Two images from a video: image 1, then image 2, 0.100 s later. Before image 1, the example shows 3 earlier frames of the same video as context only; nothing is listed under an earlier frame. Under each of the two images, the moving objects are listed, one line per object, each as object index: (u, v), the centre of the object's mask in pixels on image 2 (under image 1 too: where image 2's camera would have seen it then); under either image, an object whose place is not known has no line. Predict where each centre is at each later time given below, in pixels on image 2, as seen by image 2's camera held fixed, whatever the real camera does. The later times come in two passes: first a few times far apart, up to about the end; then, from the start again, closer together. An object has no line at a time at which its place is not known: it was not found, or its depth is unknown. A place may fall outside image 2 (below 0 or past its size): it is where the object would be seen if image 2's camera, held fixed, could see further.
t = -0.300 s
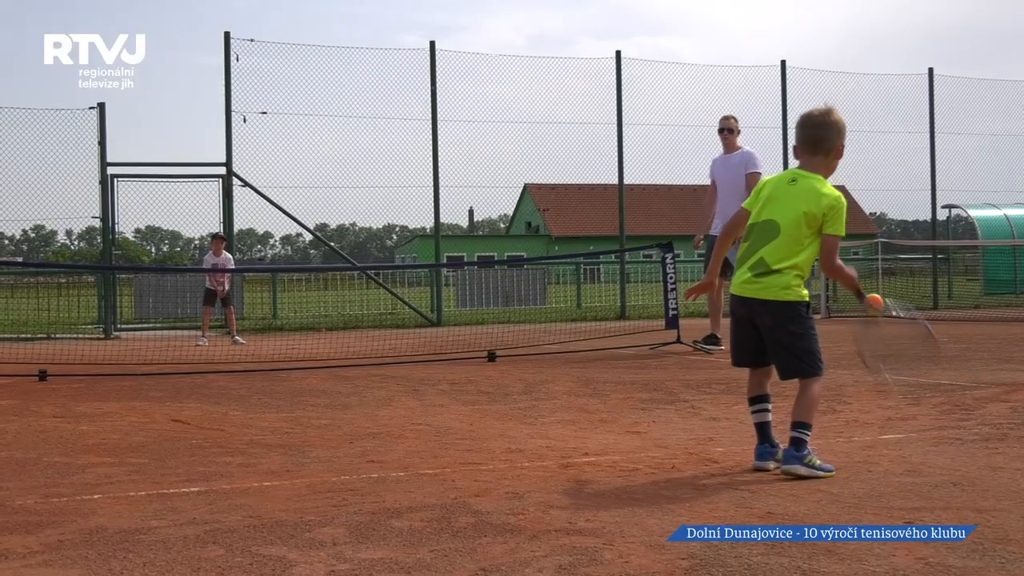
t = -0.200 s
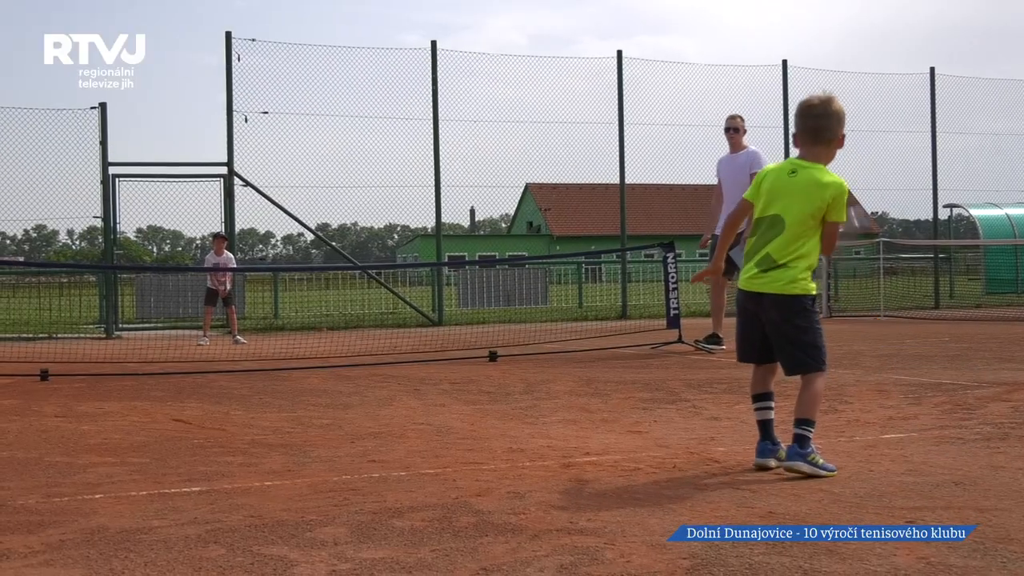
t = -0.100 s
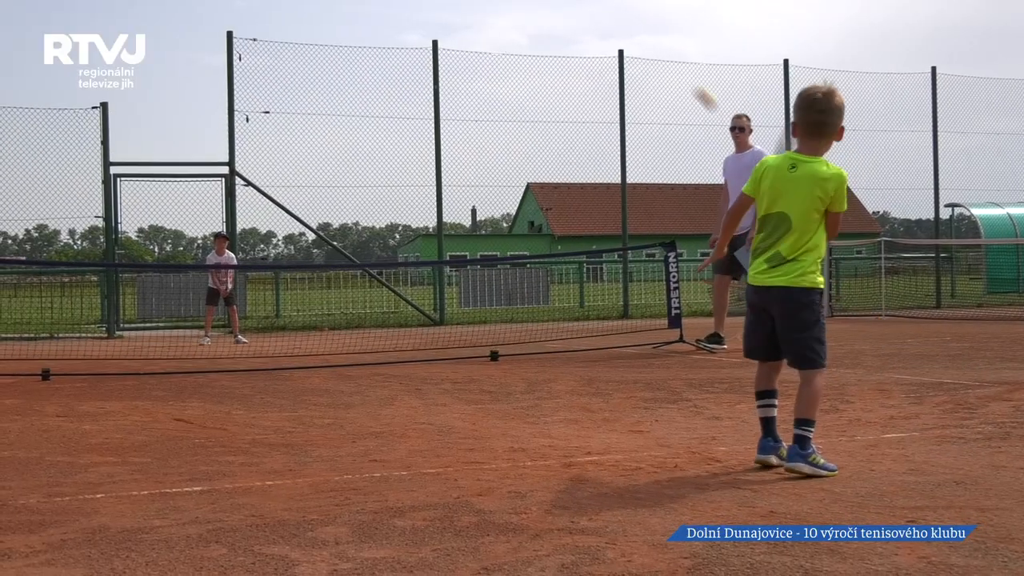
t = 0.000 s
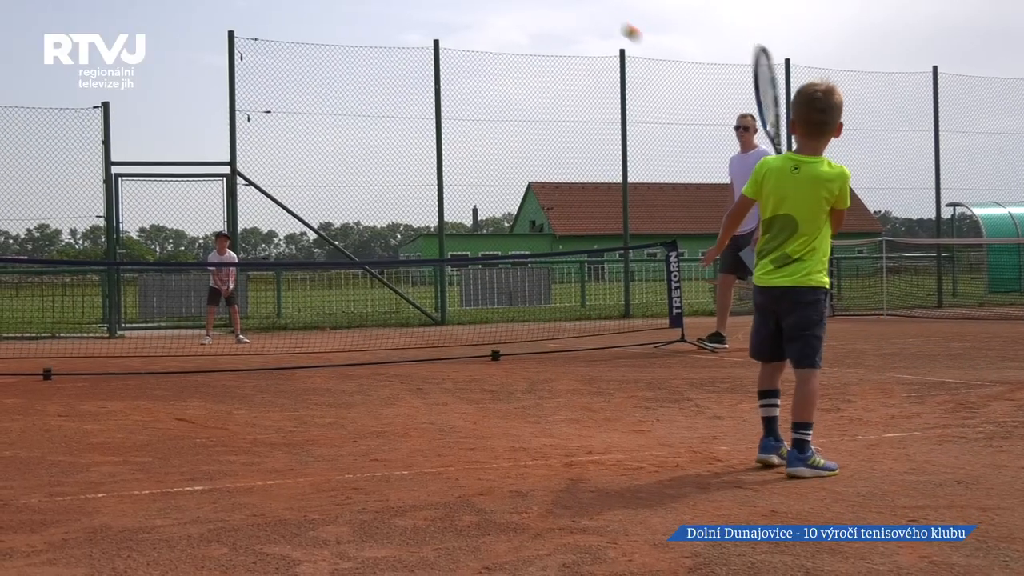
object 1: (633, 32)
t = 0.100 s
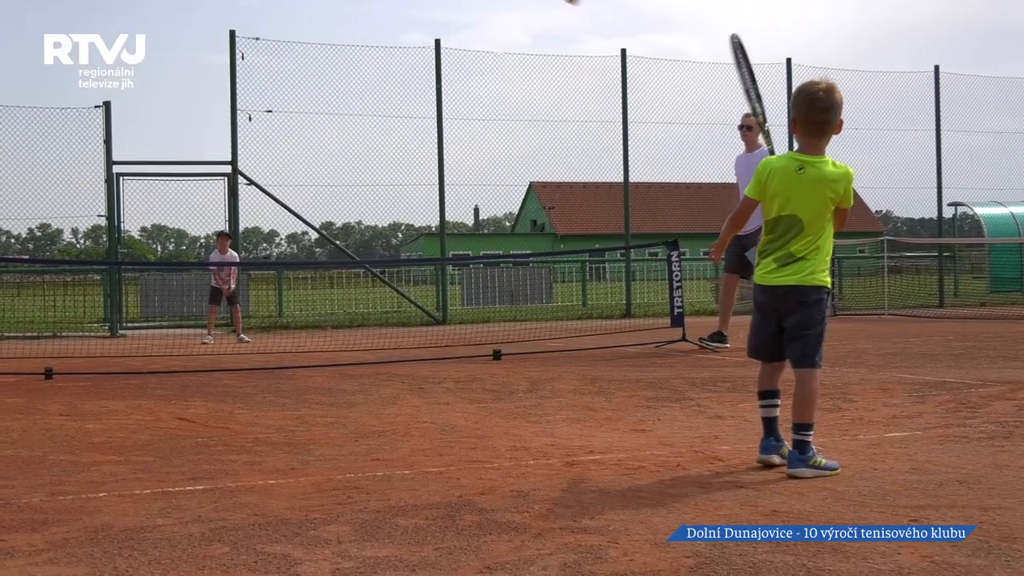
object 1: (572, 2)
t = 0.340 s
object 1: (462, 3)
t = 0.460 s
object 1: (421, 33)
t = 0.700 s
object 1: (357, 156)
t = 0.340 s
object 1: (462, 3)
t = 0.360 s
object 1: (455, 5)
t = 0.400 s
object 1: (441, 13)
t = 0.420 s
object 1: (434, 19)
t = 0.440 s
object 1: (428, 26)
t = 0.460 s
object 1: (421, 33)
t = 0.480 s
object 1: (415, 41)
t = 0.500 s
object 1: (409, 49)
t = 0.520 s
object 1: (403, 58)
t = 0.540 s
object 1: (398, 67)
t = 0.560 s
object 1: (392, 77)
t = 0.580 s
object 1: (387, 86)
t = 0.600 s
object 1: (382, 98)
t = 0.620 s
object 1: (377, 108)
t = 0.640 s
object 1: (372, 119)
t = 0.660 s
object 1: (367, 131)
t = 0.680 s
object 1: (362, 143)
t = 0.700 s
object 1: (357, 156)
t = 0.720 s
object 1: (353, 168)
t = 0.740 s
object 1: (349, 181)
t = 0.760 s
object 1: (345, 195)
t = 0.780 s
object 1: (341, 207)
